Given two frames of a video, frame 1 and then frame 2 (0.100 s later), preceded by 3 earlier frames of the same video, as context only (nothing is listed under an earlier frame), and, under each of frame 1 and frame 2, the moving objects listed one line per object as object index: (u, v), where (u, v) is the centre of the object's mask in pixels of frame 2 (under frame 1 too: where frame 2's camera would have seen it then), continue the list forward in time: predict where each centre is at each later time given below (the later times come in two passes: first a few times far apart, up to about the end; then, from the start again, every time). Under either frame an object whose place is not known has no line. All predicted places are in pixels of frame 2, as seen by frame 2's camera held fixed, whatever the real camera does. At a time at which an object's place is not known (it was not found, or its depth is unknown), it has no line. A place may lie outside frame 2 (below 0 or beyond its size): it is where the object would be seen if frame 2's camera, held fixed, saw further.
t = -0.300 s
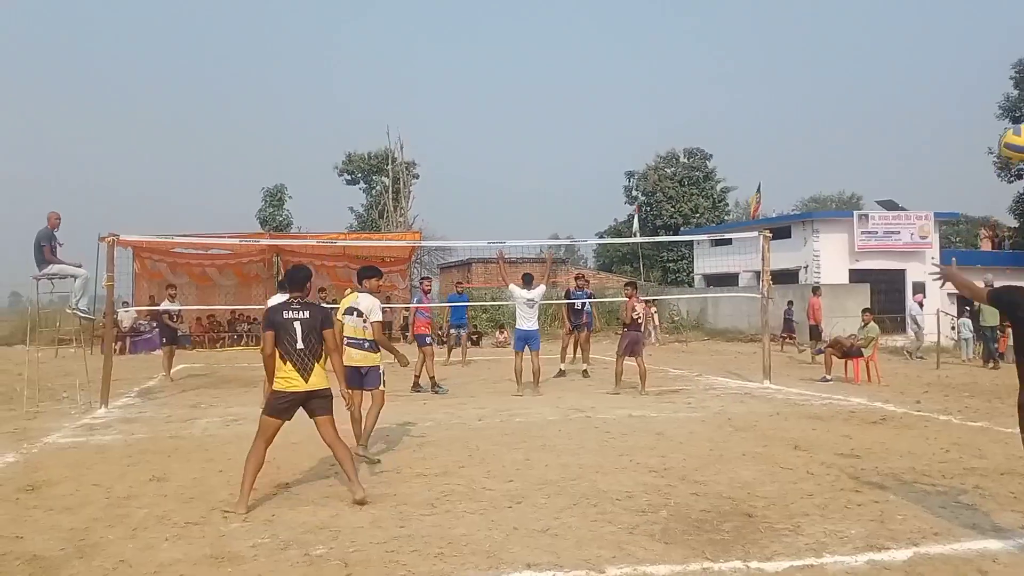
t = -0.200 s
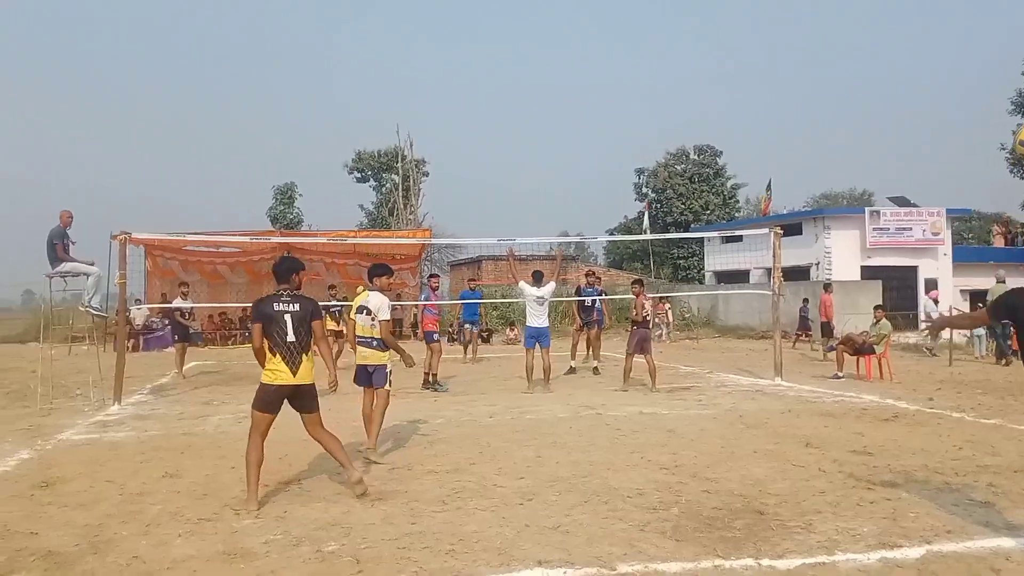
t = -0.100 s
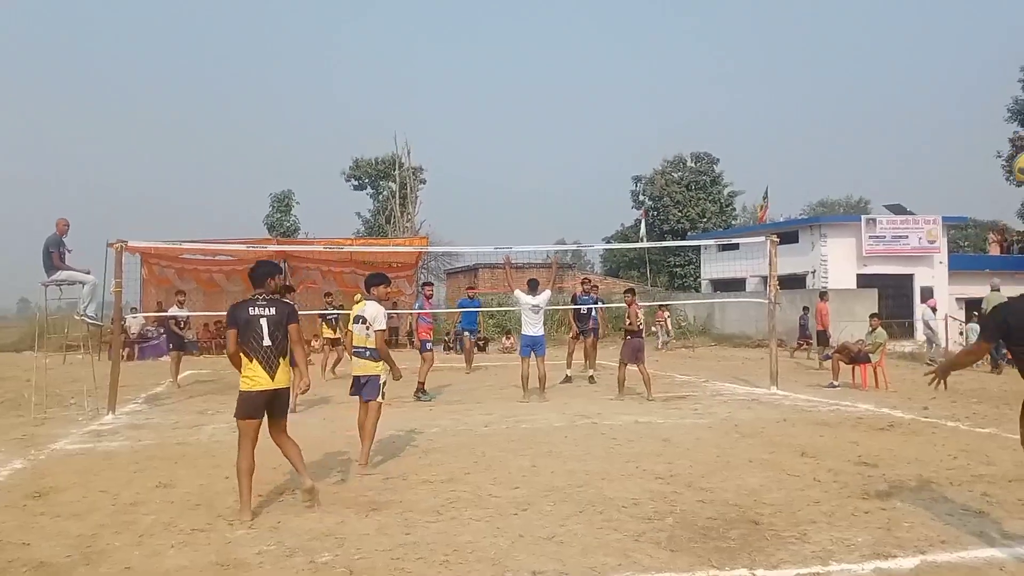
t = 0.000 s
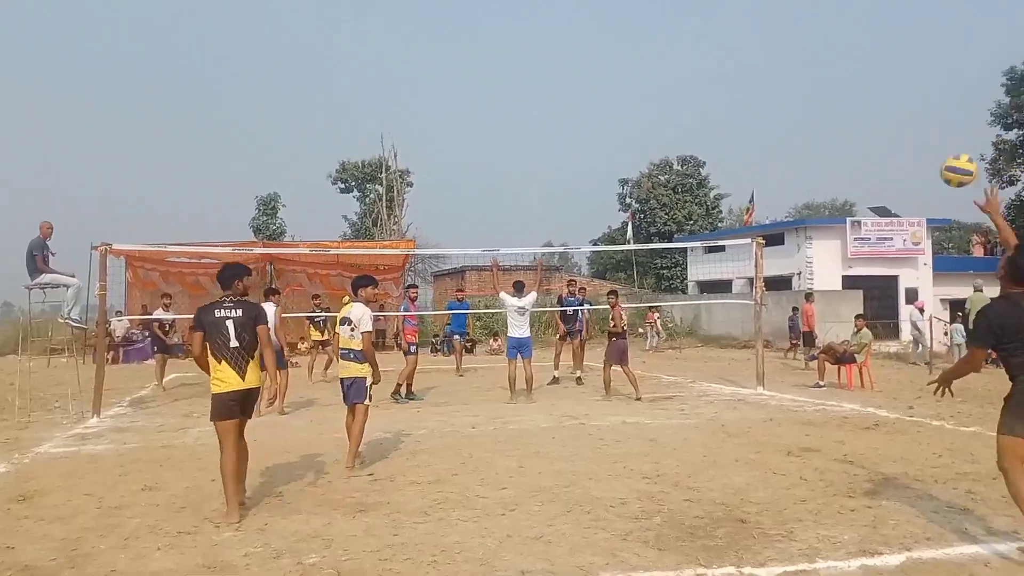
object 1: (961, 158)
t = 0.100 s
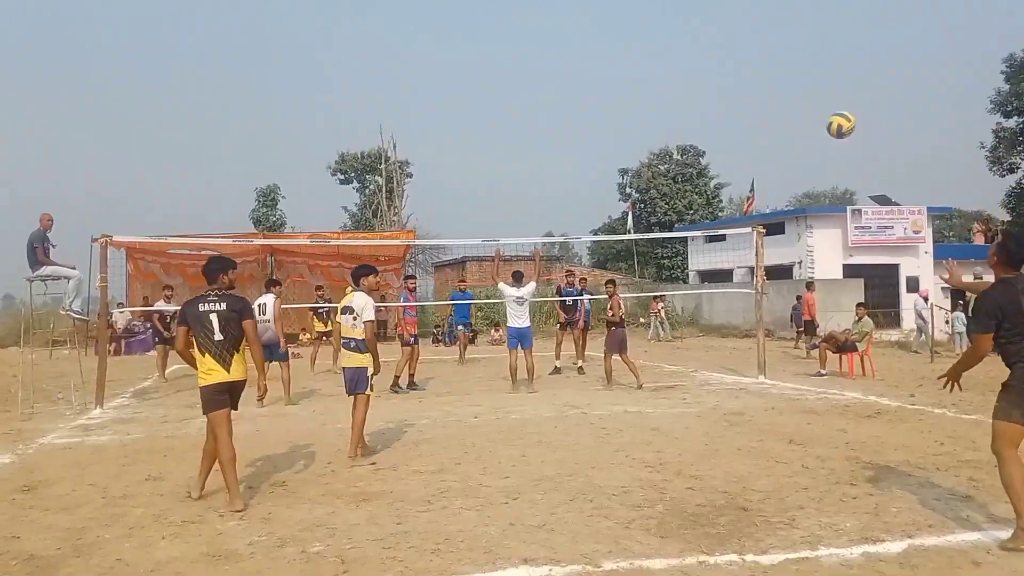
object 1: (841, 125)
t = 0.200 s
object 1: (762, 112)
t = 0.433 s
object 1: (655, 129)
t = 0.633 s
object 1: (601, 164)
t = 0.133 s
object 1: (811, 119)
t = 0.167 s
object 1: (785, 115)
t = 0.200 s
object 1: (762, 112)
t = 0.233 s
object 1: (742, 111)
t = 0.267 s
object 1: (723, 111)
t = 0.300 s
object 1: (707, 114)
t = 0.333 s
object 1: (692, 116)
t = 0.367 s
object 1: (679, 120)
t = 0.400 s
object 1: (667, 124)
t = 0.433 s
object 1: (655, 129)
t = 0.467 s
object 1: (644, 133)
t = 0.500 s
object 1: (634, 139)
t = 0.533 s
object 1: (625, 145)
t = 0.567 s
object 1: (616, 151)
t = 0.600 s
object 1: (607, 157)
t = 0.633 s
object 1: (601, 164)
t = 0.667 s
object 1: (594, 171)
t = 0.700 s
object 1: (587, 177)
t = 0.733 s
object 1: (582, 185)
